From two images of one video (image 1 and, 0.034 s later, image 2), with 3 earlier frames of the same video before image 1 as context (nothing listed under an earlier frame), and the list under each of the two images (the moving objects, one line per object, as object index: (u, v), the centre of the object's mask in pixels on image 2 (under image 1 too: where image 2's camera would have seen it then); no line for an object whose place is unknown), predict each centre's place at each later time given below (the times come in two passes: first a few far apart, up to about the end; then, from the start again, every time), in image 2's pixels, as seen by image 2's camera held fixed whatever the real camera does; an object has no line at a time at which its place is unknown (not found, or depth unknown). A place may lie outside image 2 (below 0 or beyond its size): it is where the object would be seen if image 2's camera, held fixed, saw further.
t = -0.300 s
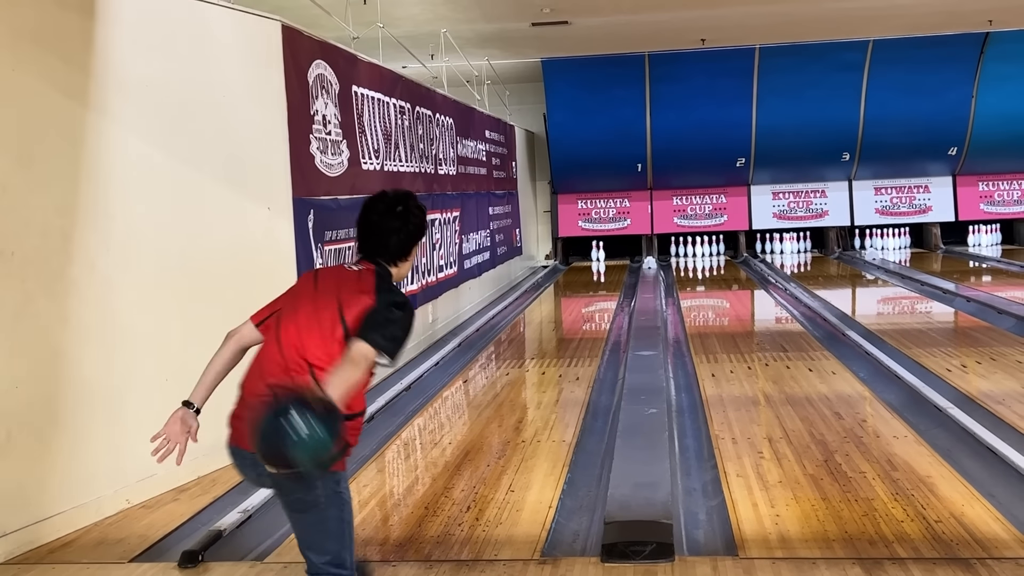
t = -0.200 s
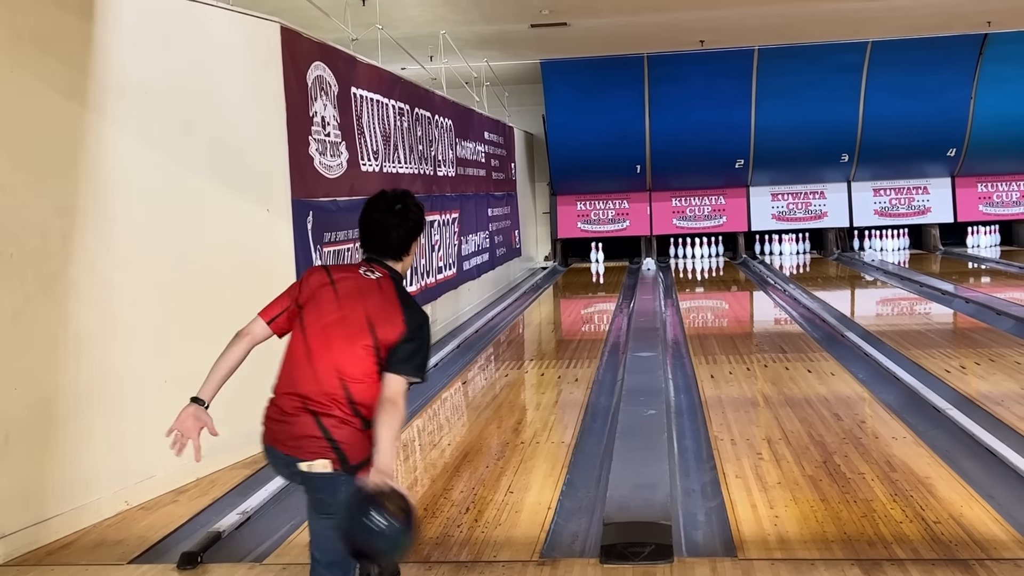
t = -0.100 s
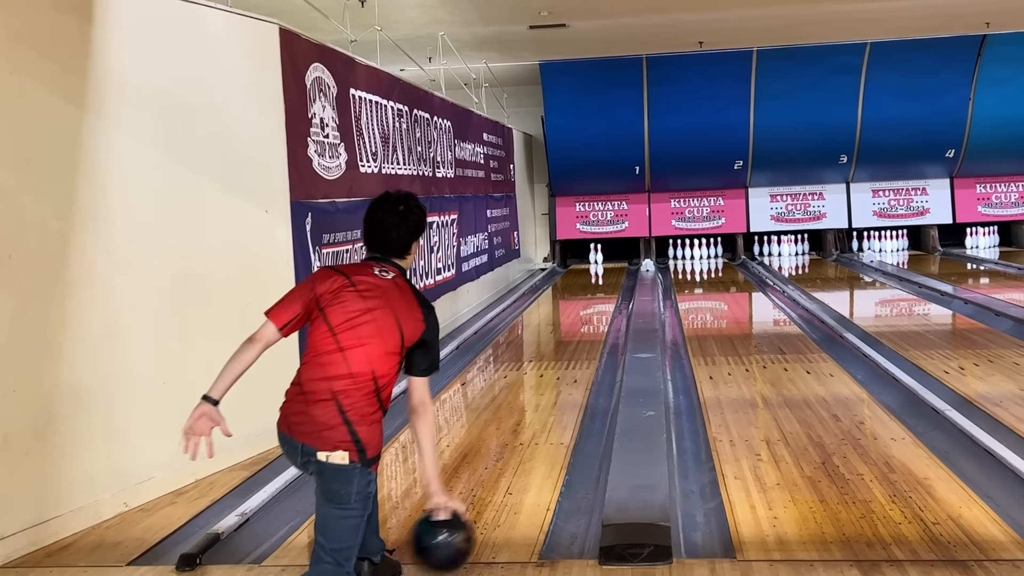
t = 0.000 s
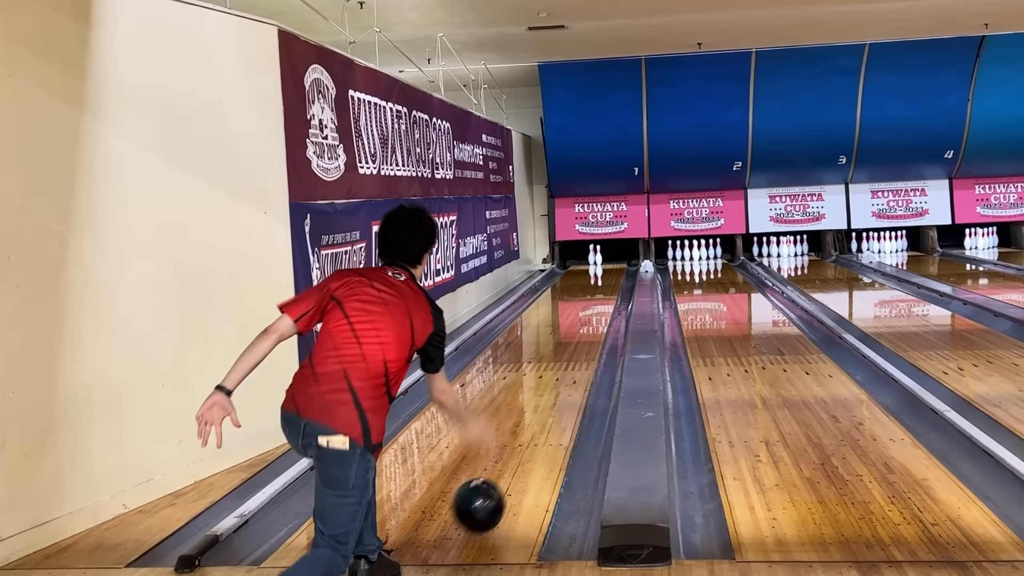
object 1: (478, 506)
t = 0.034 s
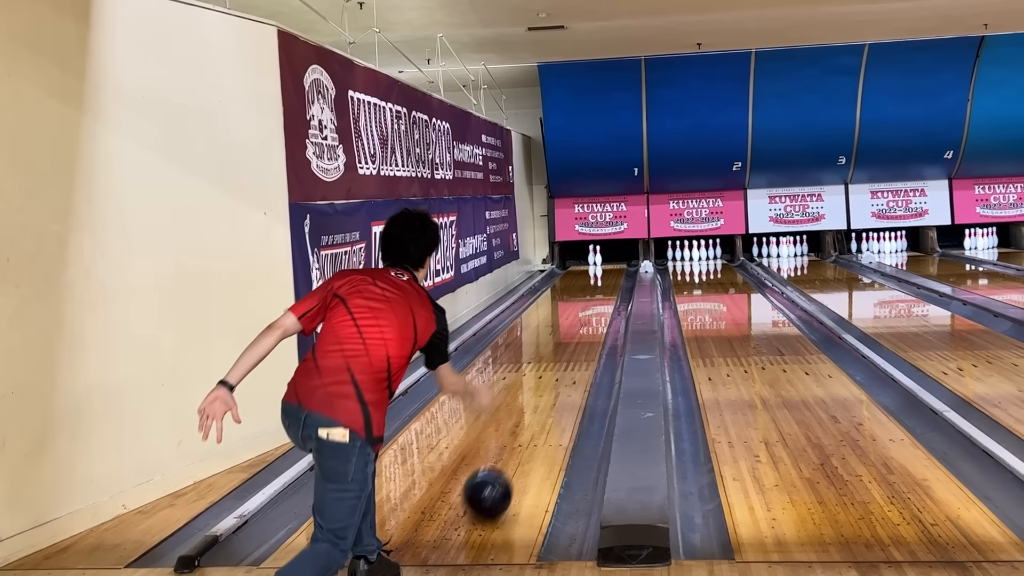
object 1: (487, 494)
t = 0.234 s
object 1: (527, 422)
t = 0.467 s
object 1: (553, 372)
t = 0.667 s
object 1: (567, 345)
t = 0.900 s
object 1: (580, 322)
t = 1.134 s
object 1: (588, 305)
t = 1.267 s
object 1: (592, 298)
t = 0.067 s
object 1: (496, 479)
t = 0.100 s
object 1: (503, 465)
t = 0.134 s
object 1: (510, 453)
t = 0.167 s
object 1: (516, 442)
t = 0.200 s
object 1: (522, 431)
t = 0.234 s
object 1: (527, 422)
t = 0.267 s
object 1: (531, 413)
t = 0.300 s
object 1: (536, 405)
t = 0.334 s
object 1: (540, 397)
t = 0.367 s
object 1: (543, 390)
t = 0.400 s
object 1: (547, 384)
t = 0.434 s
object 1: (550, 378)
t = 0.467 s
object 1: (553, 372)
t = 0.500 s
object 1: (556, 367)
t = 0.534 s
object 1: (559, 362)
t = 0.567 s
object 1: (561, 358)
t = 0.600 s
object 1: (563, 353)
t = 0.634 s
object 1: (566, 349)
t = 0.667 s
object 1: (567, 345)
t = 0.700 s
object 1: (569, 341)
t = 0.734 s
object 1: (572, 337)
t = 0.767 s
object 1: (573, 334)
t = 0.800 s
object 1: (575, 331)
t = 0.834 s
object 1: (577, 328)
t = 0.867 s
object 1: (578, 325)
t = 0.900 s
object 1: (580, 322)
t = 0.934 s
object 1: (581, 319)
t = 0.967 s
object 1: (582, 316)
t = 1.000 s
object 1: (584, 314)
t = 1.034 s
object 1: (585, 312)
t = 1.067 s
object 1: (586, 309)
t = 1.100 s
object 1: (587, 307)
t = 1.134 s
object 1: (588, 305)
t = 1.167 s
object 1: (589, 303)
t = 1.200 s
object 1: (590, 301)
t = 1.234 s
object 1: (591, 300)
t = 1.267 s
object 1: (592, 298)
